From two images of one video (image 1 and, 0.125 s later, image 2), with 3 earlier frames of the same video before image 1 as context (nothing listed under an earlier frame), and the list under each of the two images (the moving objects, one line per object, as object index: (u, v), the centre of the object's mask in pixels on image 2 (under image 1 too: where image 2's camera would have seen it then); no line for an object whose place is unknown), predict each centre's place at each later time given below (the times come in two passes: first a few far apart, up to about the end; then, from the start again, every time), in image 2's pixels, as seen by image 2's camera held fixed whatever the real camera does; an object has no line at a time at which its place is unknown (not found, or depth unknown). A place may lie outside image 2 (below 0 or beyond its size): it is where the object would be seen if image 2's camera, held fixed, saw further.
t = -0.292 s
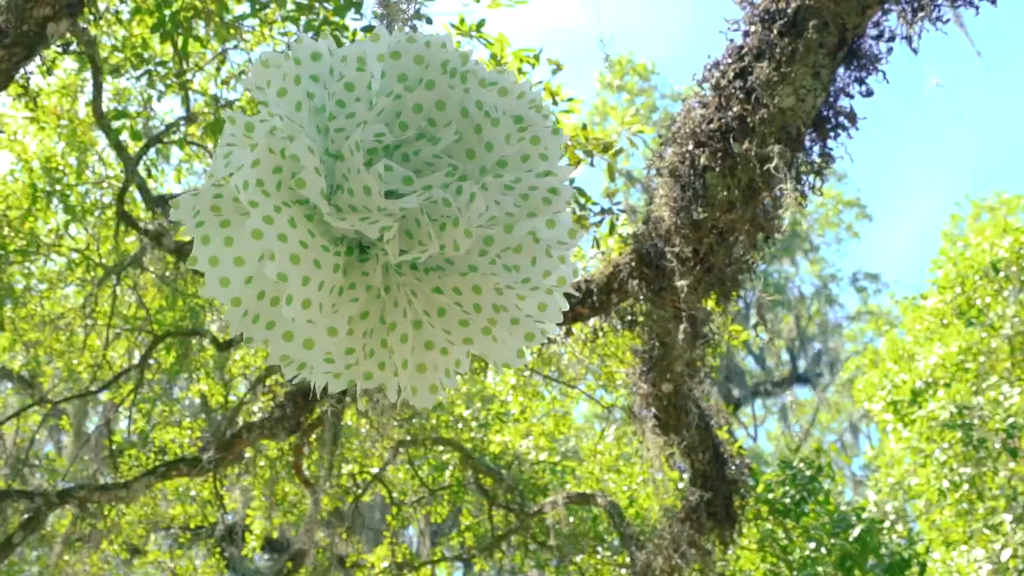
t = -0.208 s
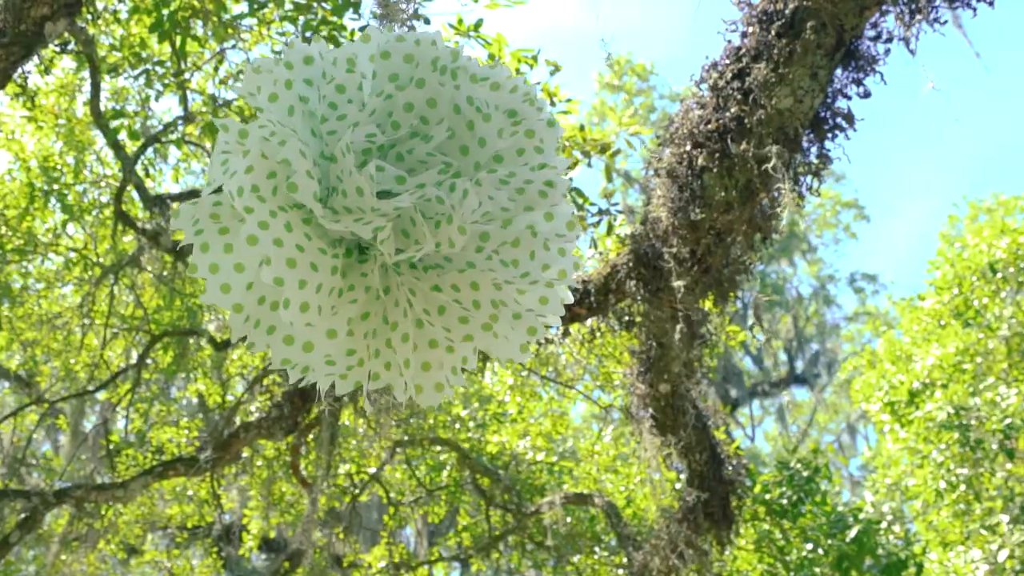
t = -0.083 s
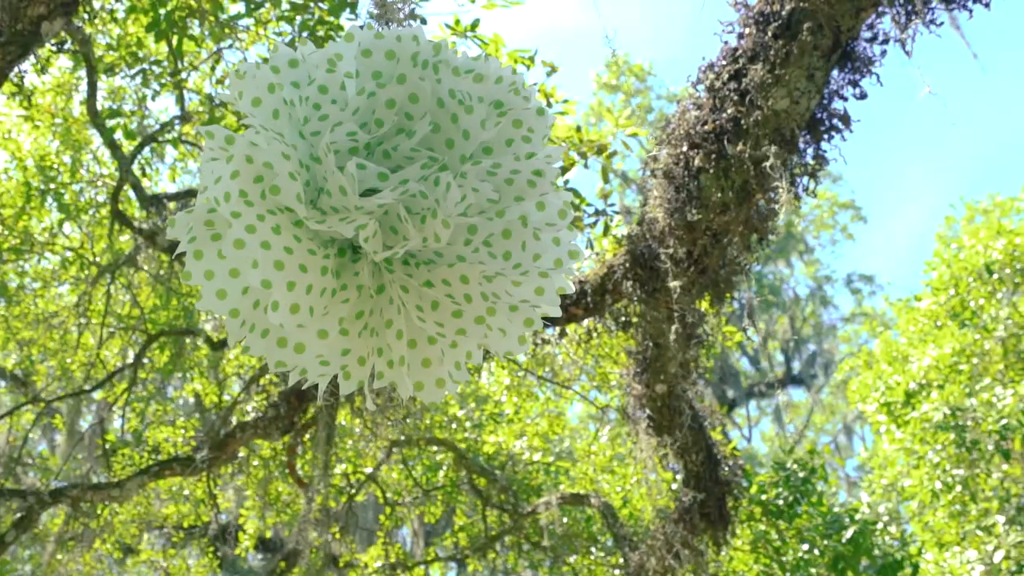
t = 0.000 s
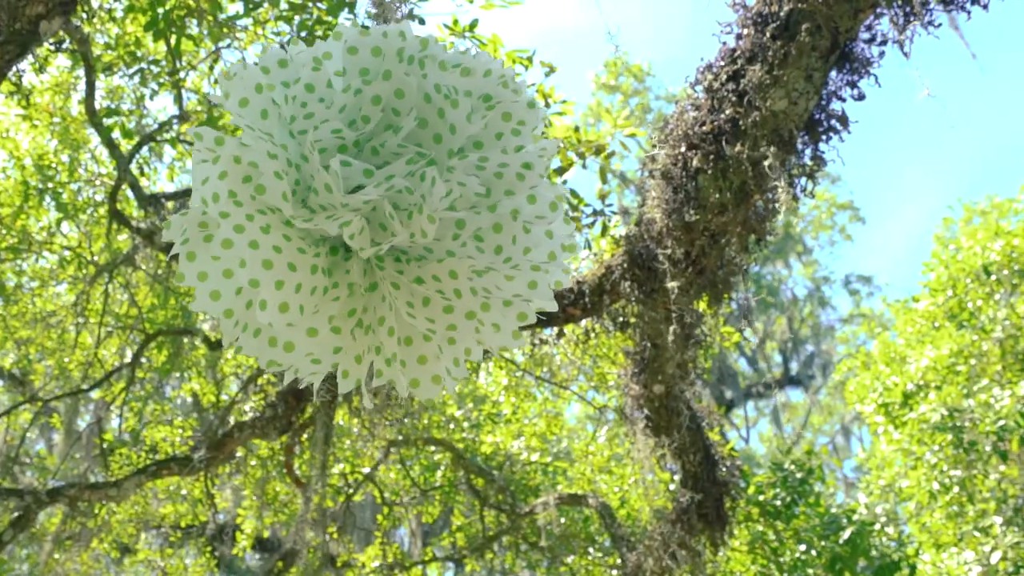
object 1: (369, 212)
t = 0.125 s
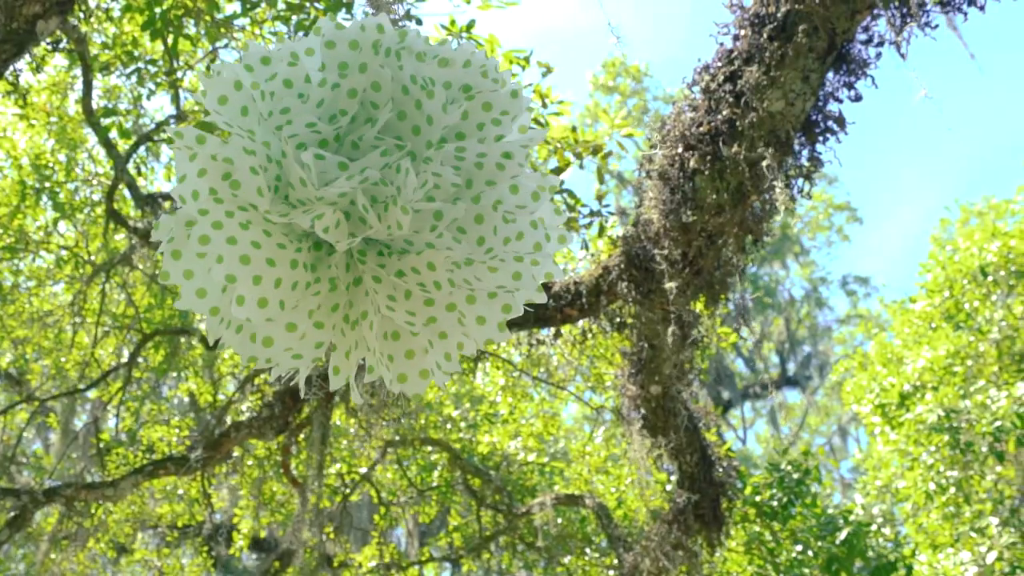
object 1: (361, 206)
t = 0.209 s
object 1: (352, 202)
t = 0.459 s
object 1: (314, 188)
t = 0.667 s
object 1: (276, 178)
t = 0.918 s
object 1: (240, 171)
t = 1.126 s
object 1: (222, 169)
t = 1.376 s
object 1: (220, 168)
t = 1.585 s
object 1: (230, 170)
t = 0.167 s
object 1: (356, 204)
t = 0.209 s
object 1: (352, 202)
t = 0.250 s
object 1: (347, 199)
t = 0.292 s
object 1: (341, 197)
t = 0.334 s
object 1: (335, 195)
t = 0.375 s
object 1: (328, 192)
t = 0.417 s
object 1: (321, 190)
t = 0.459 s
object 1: (314, 188)
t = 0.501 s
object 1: (307, 186)
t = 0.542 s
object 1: (299, 184)
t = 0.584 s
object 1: (292, 182)
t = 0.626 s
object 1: (284, 180)
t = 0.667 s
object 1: (276, 178)
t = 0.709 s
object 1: (270, 177)
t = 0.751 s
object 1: (263, 176)
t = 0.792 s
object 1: (256, 174)
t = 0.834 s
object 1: (250, 173)
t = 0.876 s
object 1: (245, 172)
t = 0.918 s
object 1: (240, 171)
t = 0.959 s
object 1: (235, 170)
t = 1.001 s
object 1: (231, 170)
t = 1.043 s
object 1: (228, 169)
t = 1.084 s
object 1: (224, 169)
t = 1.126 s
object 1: (222, 169)
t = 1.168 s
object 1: (221, 169)
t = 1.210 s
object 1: (220, 169)
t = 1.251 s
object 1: (219, 168)
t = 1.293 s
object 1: (219, 168)
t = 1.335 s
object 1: (220, 168)
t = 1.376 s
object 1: (220, 168)
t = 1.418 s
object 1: (222, 168)
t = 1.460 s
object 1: (224, 169)
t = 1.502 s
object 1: (225, 169)
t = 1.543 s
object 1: (228, 169)
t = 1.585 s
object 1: (230, 170)
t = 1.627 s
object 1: (233, 171)
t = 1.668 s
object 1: (237, 172)
